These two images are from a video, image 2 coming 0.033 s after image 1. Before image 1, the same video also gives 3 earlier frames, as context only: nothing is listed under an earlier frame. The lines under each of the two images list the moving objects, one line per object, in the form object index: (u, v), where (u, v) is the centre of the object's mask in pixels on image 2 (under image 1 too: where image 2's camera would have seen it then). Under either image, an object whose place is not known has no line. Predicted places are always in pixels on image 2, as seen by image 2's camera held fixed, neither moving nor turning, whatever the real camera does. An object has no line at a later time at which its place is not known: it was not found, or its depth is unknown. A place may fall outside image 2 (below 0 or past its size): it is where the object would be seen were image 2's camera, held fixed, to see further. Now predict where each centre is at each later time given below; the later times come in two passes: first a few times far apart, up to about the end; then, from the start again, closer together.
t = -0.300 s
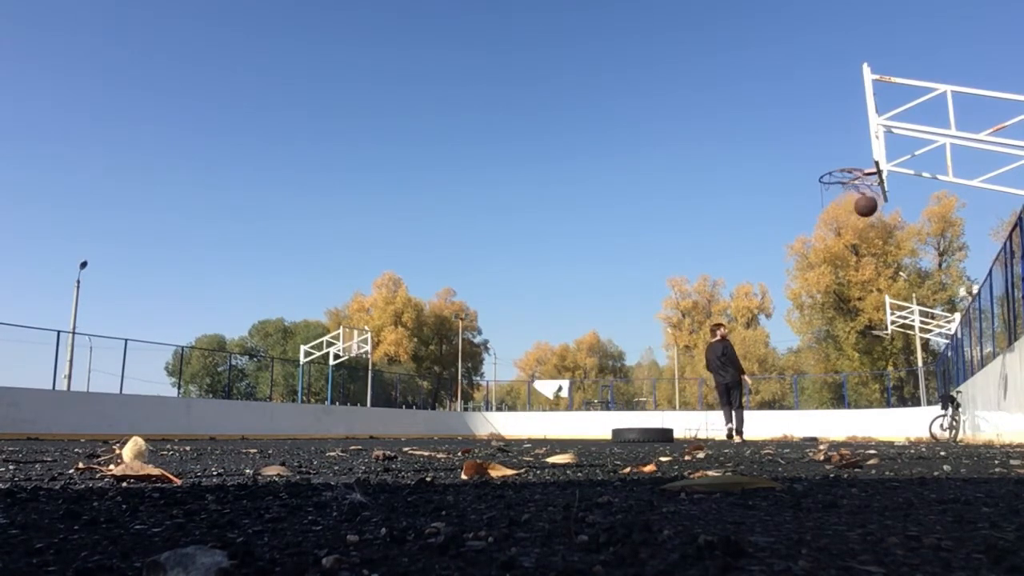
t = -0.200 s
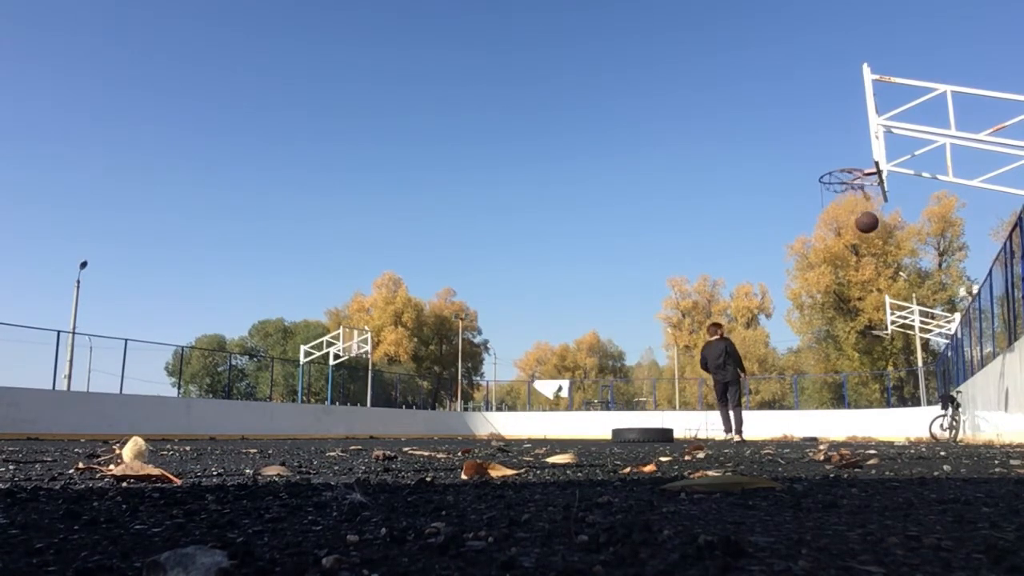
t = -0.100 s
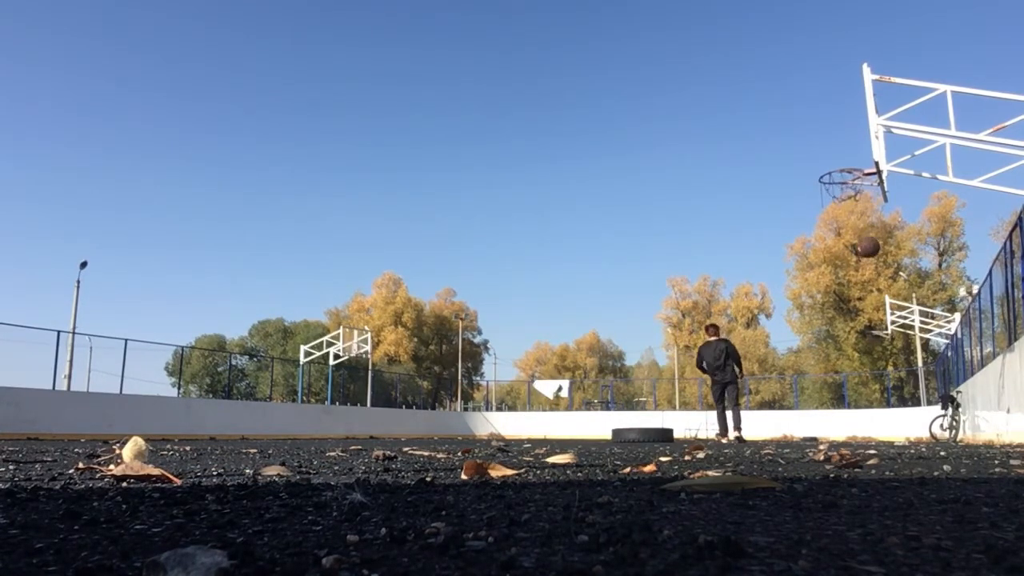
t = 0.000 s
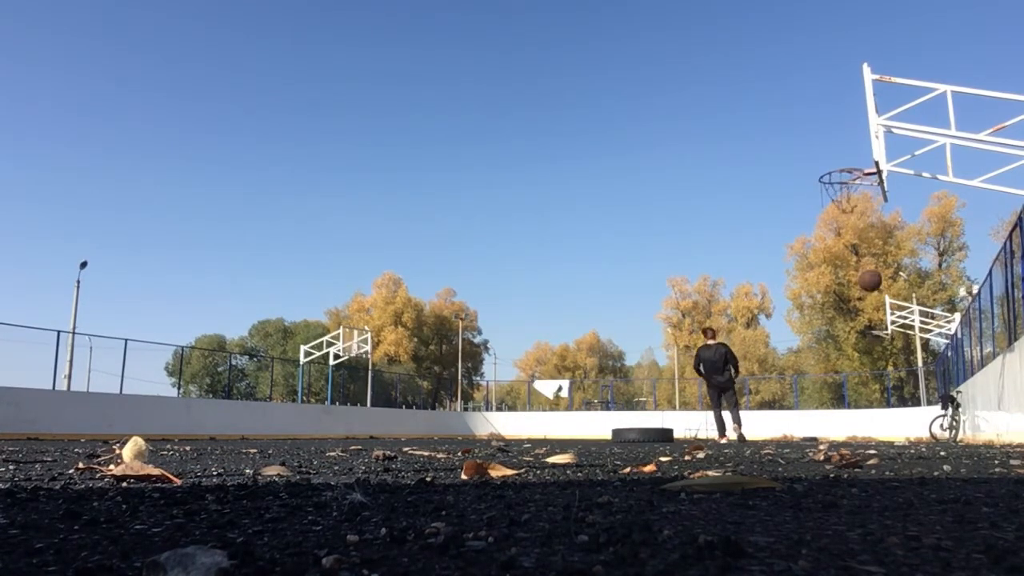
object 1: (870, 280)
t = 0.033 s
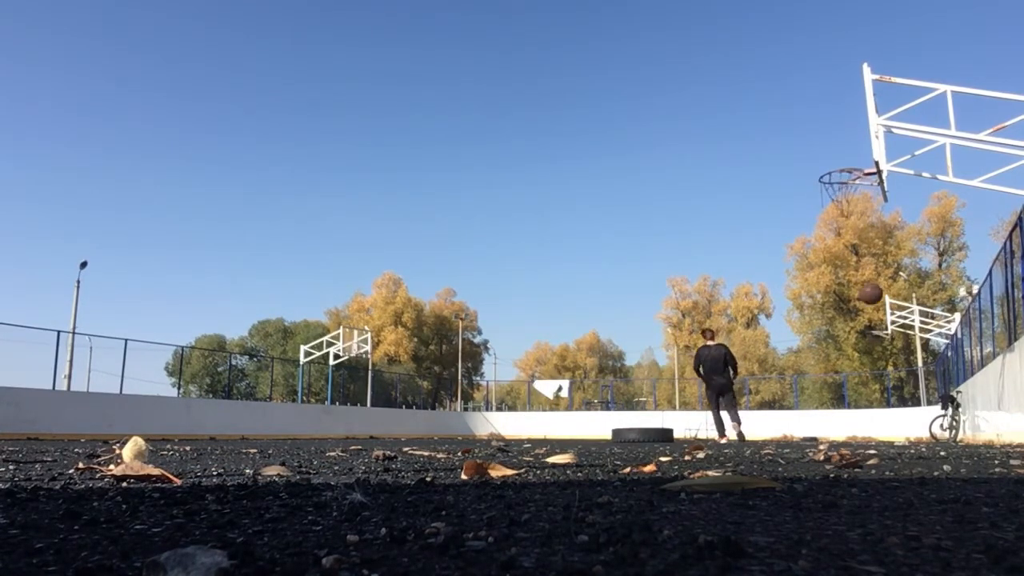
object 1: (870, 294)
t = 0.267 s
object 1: (880, 414)
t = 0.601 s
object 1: (855, 321)
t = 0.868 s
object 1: (838, 292)
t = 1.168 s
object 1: (824, 336)
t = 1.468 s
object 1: (814, 409)
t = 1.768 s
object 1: (802, 345)
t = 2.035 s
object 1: (796, 361)
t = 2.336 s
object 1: (792, 415)
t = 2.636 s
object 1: (782, 379)
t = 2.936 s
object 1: (775, 428)
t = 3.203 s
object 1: (764, 399)
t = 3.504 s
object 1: (756, 430)
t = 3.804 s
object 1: (752, 414)
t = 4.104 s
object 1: (753, 419)
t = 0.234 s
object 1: (878, 394)
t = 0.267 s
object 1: (880, 414)
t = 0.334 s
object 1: (878, 419)
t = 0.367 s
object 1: (875, 403)
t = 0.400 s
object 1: (871, 388)
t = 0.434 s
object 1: (869, 375)
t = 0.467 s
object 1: (865, 362)
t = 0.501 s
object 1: (862, 350)
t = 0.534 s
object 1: (860, 339)
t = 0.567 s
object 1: (858, 330)
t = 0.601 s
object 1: (855, 321)
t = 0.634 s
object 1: (852, 314)
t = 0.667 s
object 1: (850, 308)
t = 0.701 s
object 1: (847, 303)
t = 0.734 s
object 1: (844, 299)
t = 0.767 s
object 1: (843, 295)
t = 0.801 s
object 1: (842, 292)
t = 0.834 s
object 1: (839, 292)
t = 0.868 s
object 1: (838, 292)
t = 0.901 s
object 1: (836, 292)
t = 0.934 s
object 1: (835, 294)
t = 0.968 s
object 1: (832, 297)
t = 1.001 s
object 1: (831, 299)
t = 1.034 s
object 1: (829, 303)
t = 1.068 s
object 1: (828, 312)
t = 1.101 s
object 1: (828, 316)
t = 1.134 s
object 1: (825, 327)
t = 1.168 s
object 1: (824, 336)
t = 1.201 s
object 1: (823, 344)
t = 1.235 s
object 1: (821, 358)
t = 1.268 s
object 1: (821, 371)
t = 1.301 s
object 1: (819, 384)
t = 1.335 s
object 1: (819, 398)
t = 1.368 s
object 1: (818, 414)
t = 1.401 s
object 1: (817, 432)
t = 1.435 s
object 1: (815, 423)
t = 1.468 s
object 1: (814, 409)
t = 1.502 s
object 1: (812, 398)
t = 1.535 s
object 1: (810, 387)
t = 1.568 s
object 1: (809, 378)
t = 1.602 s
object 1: (808, 370)
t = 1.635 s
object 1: (806, 362)
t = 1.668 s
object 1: (805, 357)
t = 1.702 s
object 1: (804, 352)
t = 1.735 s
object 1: (803, 348)
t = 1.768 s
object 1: (802, 345)
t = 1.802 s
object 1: (801, 344)
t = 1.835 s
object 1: (800, 343)
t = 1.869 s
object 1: (800, 343)
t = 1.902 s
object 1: (799, 345)
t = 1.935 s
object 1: (798, 347)
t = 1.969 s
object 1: (798, 351)
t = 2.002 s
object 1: (797, 356)
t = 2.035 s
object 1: (796, 361)
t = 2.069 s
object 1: (796, 368)
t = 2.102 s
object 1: (796, 376)
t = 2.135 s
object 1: (796, 384)
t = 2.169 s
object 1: (795, 395)
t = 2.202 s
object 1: (795, 405)
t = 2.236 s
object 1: (795, 417)
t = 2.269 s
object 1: (795, 431)
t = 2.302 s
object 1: (794, 425)
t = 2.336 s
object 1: (792, 415)
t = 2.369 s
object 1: (791, 406)
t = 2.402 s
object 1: (789, 400)
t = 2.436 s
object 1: (788, 393)
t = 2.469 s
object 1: (786, 388)
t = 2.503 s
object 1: (785, 384)
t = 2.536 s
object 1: (784, 381)
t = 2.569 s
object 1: (783, 380)
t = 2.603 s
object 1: (782, 379)
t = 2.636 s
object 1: (782, 379)
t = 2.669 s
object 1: (780, 380)
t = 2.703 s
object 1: (779, 382)
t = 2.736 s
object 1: (779, 384)
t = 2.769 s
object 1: (778, 389)
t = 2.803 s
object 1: (777, 394)
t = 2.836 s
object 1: (777, 401)
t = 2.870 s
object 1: (776, 408)
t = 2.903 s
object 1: (776, 418)
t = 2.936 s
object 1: (775, 428)
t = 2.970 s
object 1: (774, 430)
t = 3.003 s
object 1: (773, 422)
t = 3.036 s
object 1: (771, 415)
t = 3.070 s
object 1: (770, 409)
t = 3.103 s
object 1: (768, 405)
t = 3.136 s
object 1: (767, 402)
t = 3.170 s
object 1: (766, 400)
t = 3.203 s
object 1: (764, 399)
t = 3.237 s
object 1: (763, 399)
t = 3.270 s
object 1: (762, 400)
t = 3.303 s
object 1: (761, 401)
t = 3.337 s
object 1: (760, 404)
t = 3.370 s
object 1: (759, 408)
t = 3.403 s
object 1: (758, 413)
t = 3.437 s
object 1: (757, 421)
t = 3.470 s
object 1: (757, 429)
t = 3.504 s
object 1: (756, 430)
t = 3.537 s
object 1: (755, 424)
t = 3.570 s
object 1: (755, 419)
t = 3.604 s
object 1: (754, 414)
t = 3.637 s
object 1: (753, 412)
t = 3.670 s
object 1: (753, 411)
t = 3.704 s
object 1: (753, 410)
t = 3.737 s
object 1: (753, 411)
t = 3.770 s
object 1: (752, 412)
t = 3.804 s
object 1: (752, 414)
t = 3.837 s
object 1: (752, 419)
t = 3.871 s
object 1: (752, 425)
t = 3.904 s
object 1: (752, 431)
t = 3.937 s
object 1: (752, 429)
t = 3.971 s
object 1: (752, 424)
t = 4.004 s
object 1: (752, 421)
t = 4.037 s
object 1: (752, 419)
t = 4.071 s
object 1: (752, 419)
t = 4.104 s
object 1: (753, 419)
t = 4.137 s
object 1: (753, 419)
